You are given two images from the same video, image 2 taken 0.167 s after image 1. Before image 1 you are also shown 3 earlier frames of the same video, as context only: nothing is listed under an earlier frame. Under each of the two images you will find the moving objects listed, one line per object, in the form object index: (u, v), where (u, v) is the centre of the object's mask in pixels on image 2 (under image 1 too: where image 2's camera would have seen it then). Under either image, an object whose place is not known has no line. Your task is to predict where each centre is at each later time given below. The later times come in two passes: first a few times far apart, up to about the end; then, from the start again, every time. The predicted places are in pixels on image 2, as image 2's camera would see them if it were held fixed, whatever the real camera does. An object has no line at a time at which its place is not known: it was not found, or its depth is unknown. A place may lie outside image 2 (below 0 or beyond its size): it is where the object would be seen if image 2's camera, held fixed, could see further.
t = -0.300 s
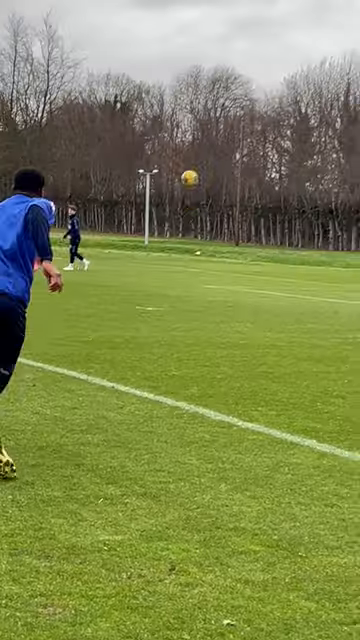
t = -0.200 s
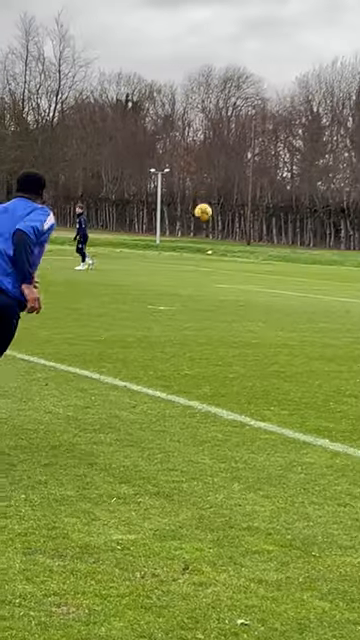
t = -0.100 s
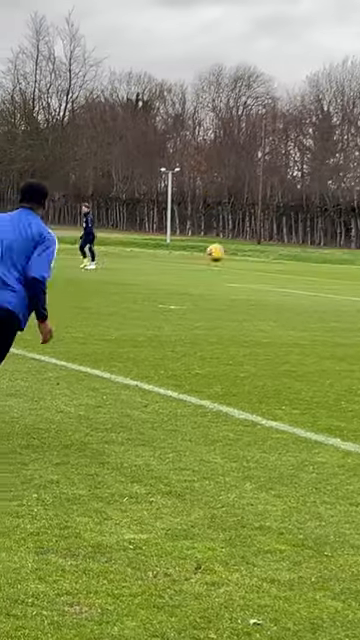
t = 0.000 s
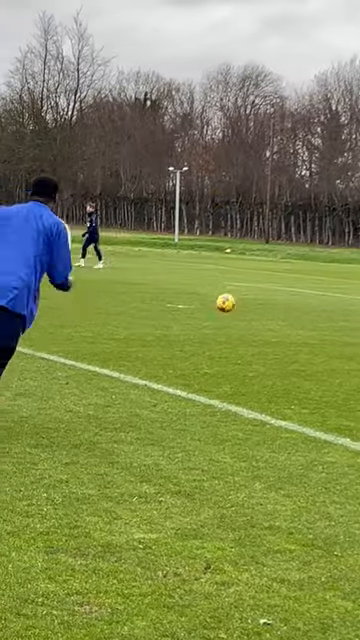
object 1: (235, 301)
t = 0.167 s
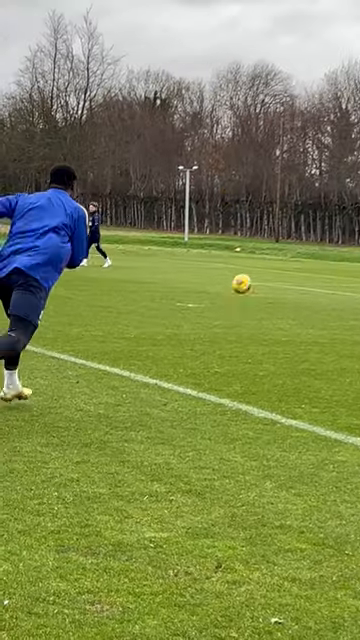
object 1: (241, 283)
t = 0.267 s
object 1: (245, 255)
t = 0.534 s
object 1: (257, 226)
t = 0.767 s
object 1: (270, 252)
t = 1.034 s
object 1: (287, 337)
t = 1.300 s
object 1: (311, 291)
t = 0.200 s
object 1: (243, 273)
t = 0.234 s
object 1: (245, 265)
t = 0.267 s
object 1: (245, 255)
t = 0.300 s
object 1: (247, 249)
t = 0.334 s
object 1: (248, 242)
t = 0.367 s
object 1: (250, 237)
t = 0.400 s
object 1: (252, 233)
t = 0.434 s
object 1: (253, 230)
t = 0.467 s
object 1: (255, 227)
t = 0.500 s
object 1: (256, 227)
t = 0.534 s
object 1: (257, 226)
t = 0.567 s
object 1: (259, 227)
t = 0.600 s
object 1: (261, 228)
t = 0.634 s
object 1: (262, 231)
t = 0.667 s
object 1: (264, 234)
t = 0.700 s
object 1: (265, 239)
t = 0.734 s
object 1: (267, 245)
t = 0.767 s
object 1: (270, 252)
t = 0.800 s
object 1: (271, 260)
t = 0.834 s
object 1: (273, 269)
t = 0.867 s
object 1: (275, 279)
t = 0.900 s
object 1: (278, 290)
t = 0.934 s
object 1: (280, 303)
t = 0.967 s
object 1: (283, 315)
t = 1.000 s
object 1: (285, 330)
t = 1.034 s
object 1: (287, 337)
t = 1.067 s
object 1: (290, 328)
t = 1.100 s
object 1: (292, 320)
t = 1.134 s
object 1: (296, 313)
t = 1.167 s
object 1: (298, 306)
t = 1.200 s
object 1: (302, 301)
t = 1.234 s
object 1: (305, 297)
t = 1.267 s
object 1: (308, 294)
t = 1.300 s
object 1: (311, 291)
